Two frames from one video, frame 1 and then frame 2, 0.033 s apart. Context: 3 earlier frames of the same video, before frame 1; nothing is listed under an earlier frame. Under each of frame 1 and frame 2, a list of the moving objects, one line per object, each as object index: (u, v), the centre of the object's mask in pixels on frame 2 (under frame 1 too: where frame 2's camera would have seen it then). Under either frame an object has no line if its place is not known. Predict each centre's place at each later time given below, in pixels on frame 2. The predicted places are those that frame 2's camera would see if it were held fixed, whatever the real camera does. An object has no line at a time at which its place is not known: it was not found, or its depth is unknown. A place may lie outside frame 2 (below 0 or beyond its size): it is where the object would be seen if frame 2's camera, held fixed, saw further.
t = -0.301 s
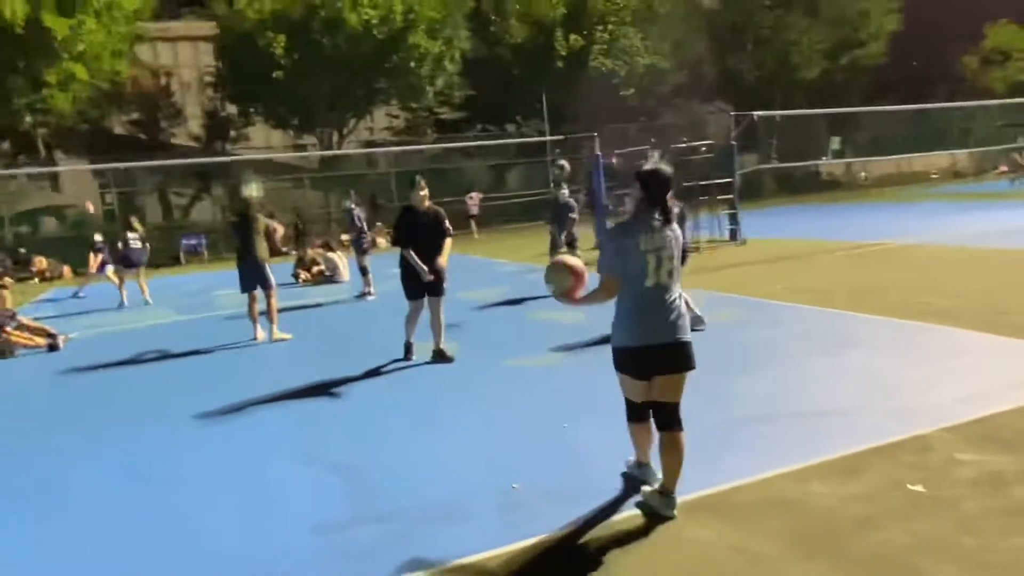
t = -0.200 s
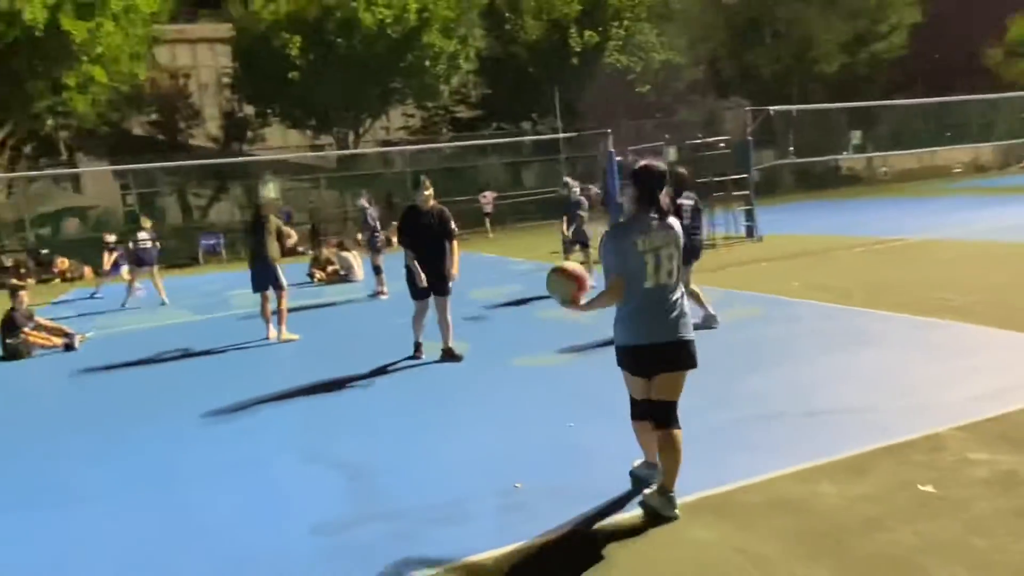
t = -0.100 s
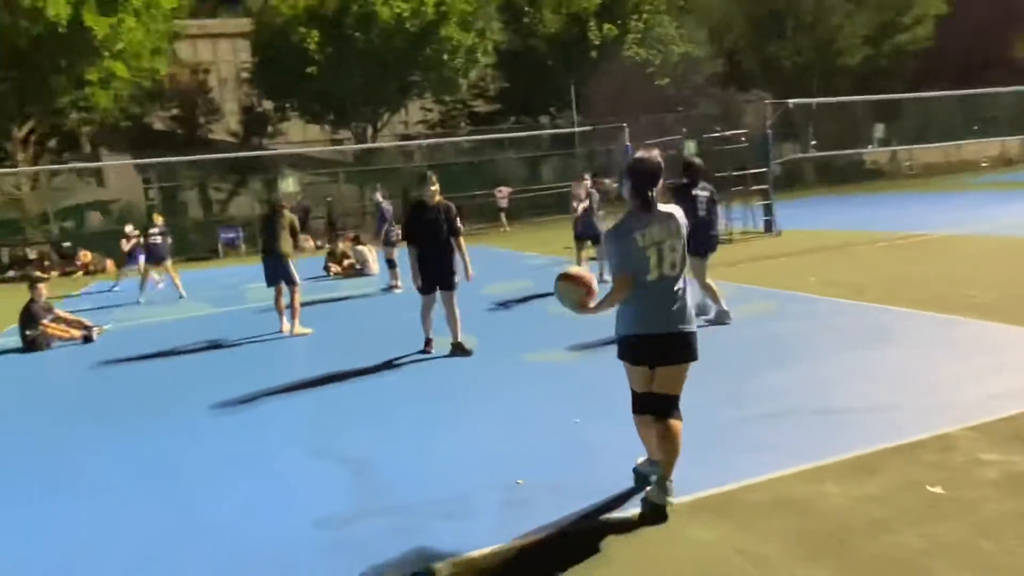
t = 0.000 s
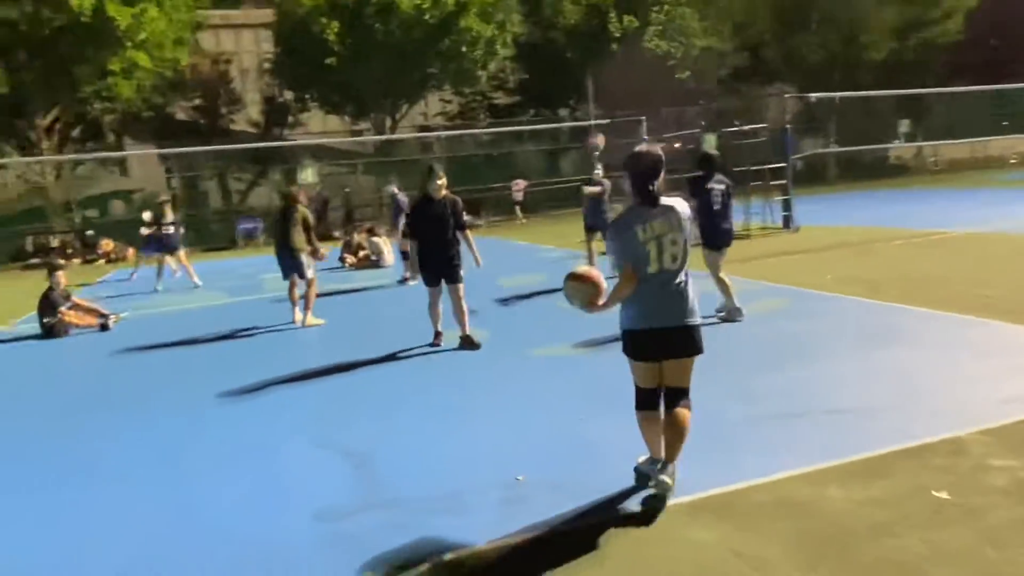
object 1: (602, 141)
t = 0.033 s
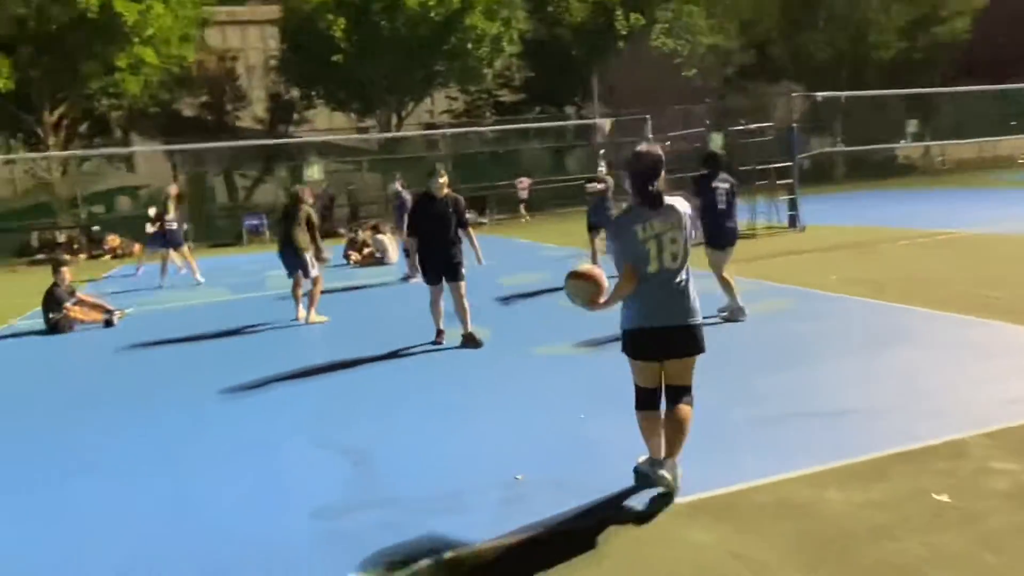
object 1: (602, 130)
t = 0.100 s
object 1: (604, 104)
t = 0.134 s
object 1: (602, 94)
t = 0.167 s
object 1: (603, 85)
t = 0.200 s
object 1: (602, 76)
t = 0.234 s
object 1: (602, 68)
